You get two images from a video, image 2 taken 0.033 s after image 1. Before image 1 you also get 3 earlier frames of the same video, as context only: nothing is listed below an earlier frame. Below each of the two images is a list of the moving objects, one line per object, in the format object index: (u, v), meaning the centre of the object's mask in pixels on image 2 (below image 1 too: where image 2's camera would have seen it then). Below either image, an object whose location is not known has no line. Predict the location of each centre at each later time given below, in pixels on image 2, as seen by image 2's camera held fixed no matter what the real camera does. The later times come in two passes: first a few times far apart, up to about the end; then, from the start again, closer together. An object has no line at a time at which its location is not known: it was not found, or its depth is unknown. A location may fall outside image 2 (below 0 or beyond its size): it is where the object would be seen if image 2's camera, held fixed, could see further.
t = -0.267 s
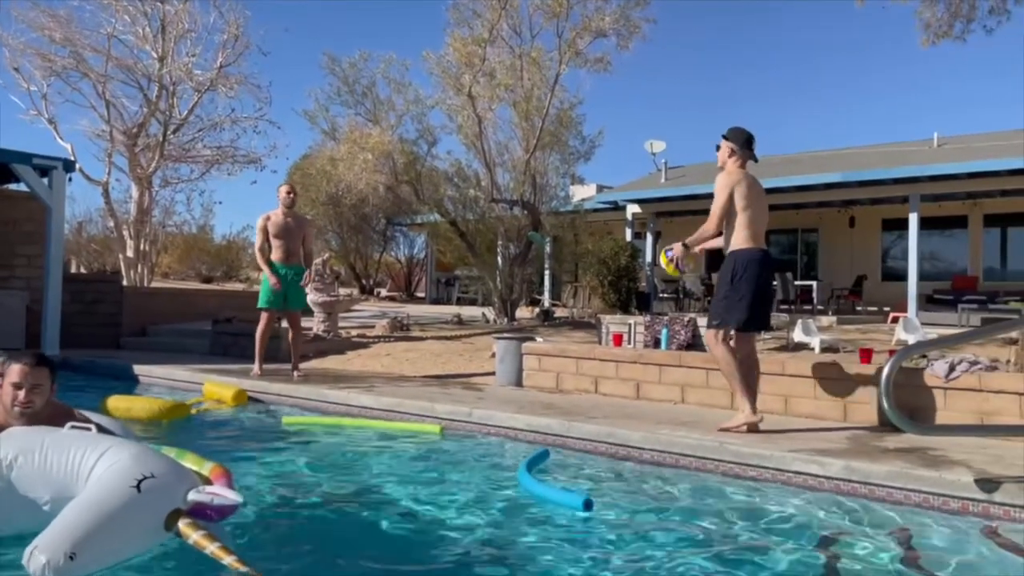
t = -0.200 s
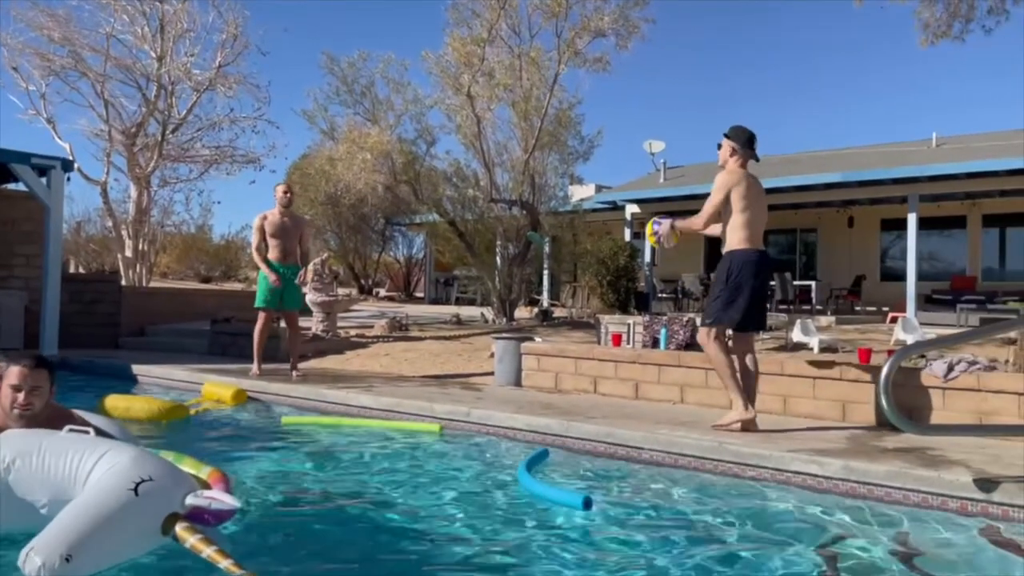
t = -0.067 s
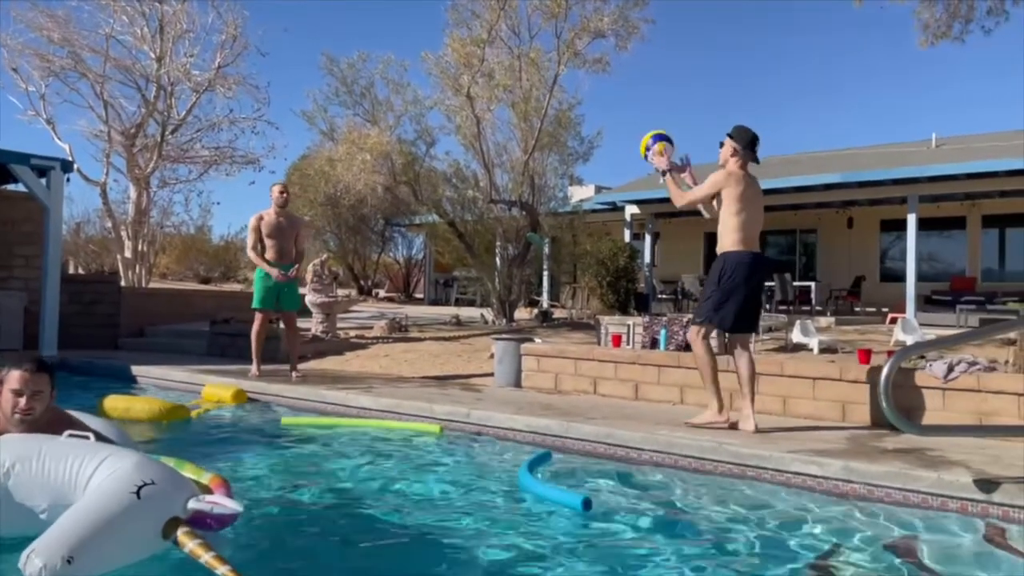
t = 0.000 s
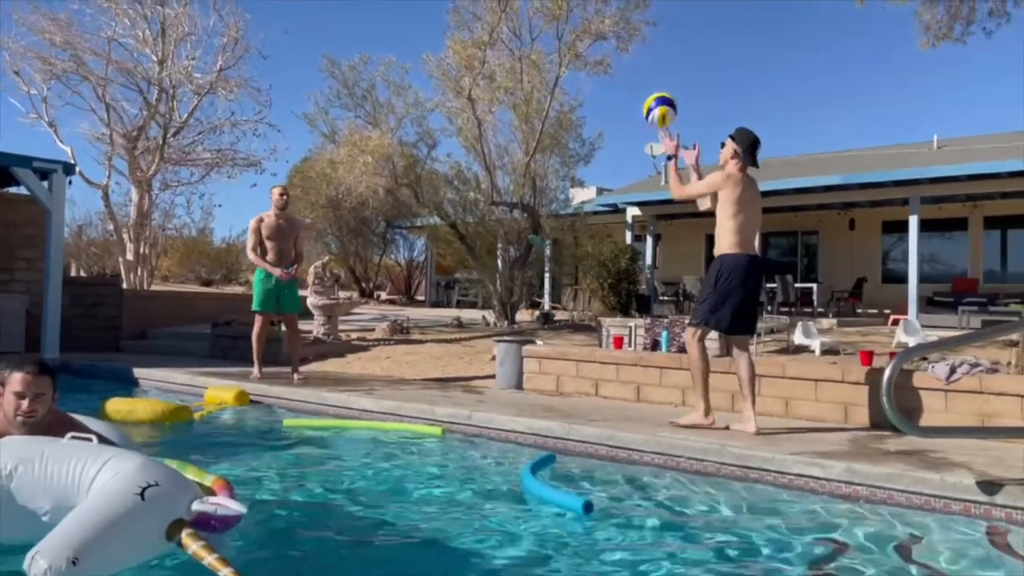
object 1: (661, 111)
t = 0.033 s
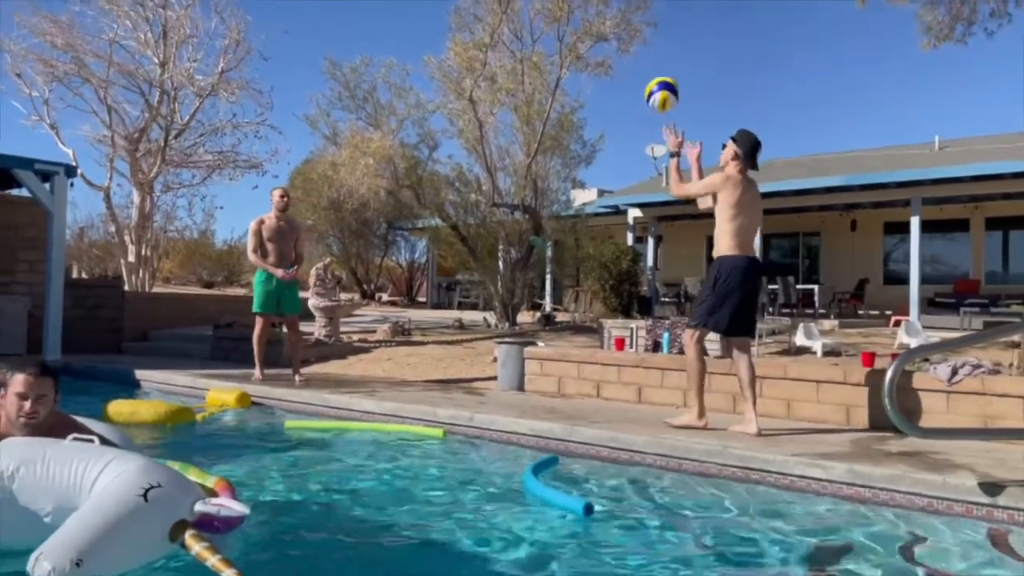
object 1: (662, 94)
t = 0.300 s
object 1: (666, 15)
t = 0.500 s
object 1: (666, 28)
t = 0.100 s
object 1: (663, 64)
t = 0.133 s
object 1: (664, 52)
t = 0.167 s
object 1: (664, 42)
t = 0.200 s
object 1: (665, 32)
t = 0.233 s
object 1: (665, 25)
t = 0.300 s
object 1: (666, 15)
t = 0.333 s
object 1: (667, 13)
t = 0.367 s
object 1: (666, 12)
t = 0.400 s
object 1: (667, 14)
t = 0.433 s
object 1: (666, 16)
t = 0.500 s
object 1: (666, 28)
